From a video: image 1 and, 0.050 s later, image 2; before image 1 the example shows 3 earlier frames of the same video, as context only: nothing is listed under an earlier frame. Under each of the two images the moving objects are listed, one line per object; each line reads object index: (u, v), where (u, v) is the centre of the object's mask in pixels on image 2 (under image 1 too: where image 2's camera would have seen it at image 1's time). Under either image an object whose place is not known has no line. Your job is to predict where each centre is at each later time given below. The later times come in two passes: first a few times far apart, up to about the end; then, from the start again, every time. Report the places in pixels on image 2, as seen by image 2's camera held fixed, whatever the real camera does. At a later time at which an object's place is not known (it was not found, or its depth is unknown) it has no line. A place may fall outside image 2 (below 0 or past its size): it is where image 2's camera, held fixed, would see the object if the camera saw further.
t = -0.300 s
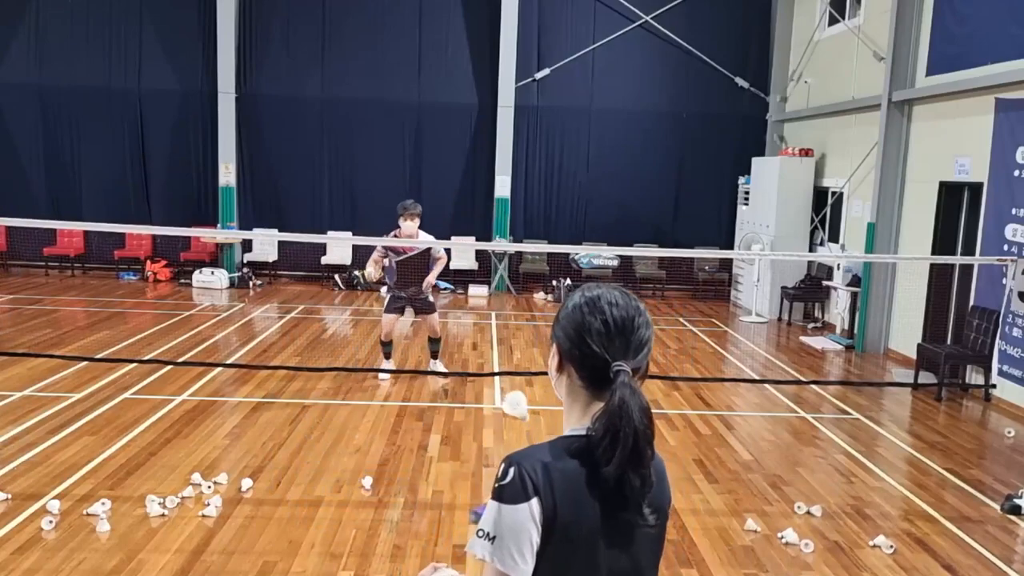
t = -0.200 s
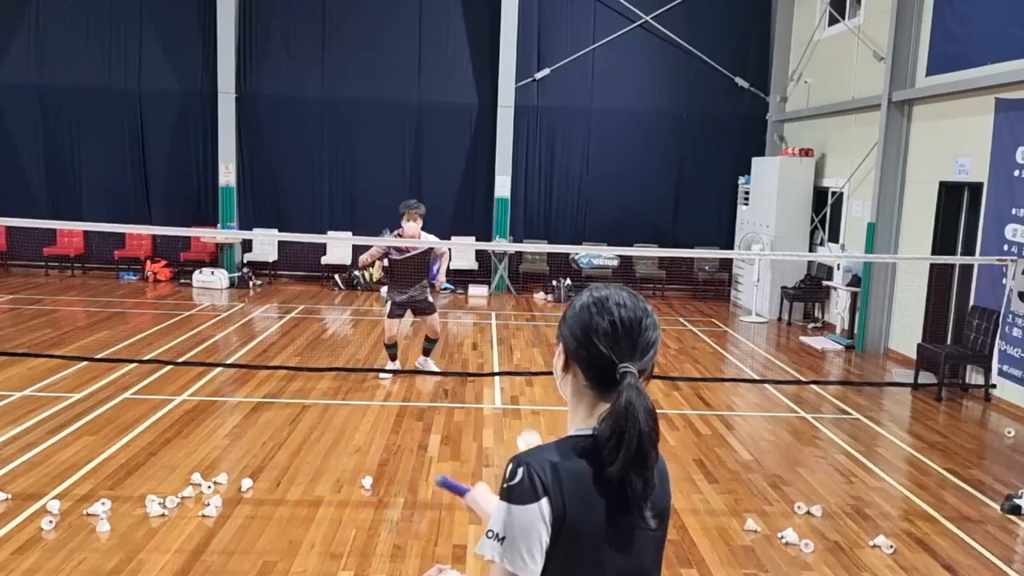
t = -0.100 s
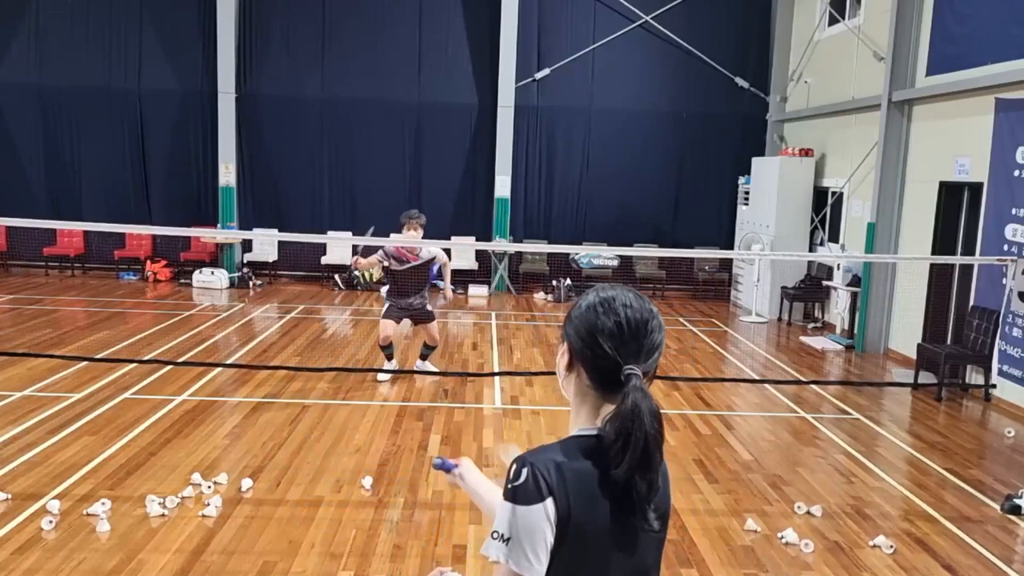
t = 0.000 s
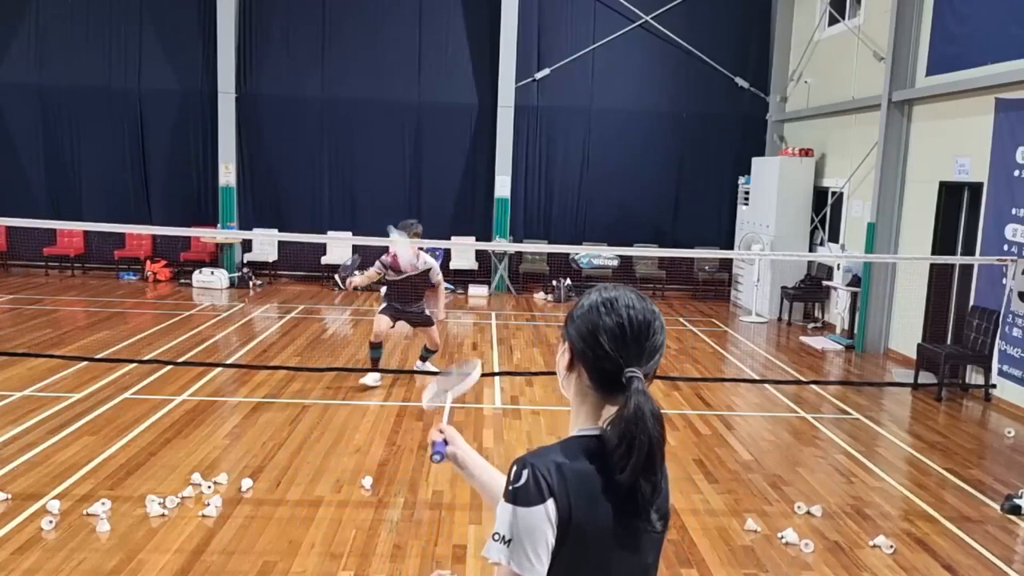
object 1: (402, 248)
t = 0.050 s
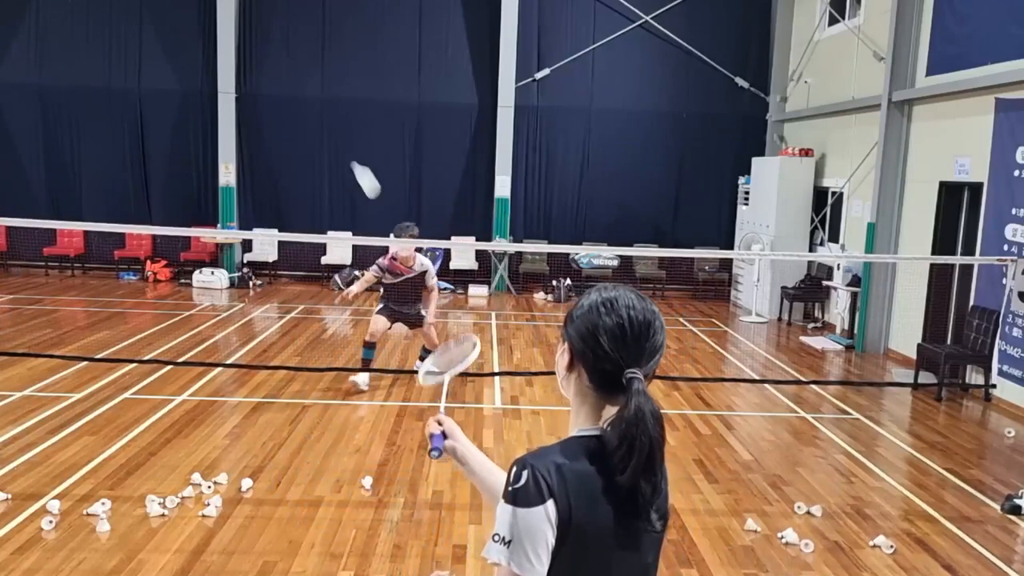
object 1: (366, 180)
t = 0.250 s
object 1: (268, 51)
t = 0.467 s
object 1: (213, 47)
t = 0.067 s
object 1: (354, 162)
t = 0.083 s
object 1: (343, 146)
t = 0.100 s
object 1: (333, 131)
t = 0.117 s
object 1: (323, 118)
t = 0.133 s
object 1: (315, 106)
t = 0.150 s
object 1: (306, 95)
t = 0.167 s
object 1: (299, 85)
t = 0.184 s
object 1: (292, 76)
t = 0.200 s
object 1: (285, 69)
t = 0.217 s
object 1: (279, 62)
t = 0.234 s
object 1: (273, 56)
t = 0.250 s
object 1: (268, 51)
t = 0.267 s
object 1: (263, 47)
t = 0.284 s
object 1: (258, 44)
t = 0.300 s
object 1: (253, 42)
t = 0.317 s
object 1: (249, 39)
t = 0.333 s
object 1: (244, 38)
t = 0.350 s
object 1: (240, 38)
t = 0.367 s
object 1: (236, 38)
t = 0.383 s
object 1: (232, 38)
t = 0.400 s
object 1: (228, 39)
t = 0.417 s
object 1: (224, 41)
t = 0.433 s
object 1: (220, 42)
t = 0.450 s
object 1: (216, 45)
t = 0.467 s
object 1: (213, 47)
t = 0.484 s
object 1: (210, 50)
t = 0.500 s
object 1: (208, 53)
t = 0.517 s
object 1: (205, 57)
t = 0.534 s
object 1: (202, 61)
